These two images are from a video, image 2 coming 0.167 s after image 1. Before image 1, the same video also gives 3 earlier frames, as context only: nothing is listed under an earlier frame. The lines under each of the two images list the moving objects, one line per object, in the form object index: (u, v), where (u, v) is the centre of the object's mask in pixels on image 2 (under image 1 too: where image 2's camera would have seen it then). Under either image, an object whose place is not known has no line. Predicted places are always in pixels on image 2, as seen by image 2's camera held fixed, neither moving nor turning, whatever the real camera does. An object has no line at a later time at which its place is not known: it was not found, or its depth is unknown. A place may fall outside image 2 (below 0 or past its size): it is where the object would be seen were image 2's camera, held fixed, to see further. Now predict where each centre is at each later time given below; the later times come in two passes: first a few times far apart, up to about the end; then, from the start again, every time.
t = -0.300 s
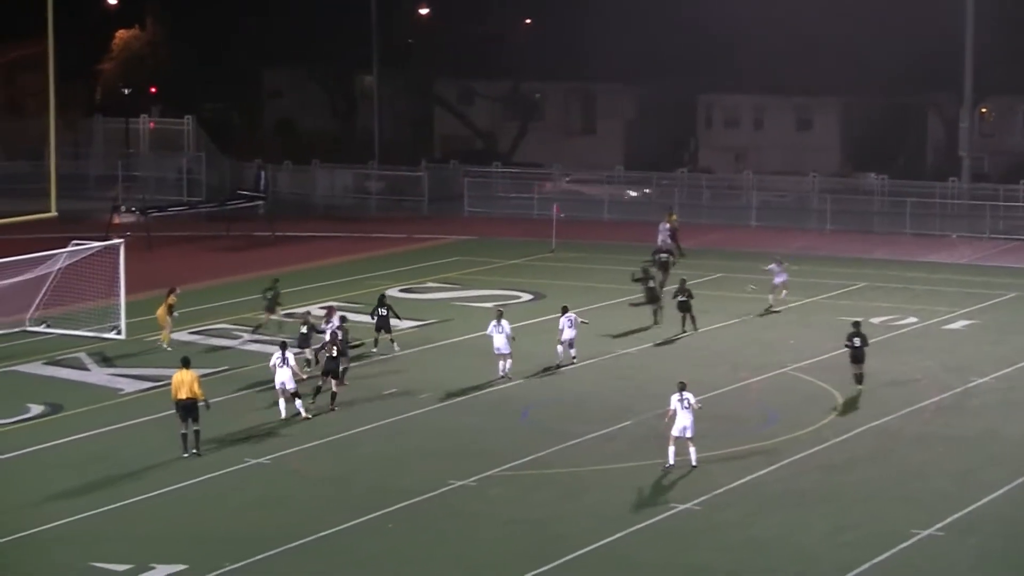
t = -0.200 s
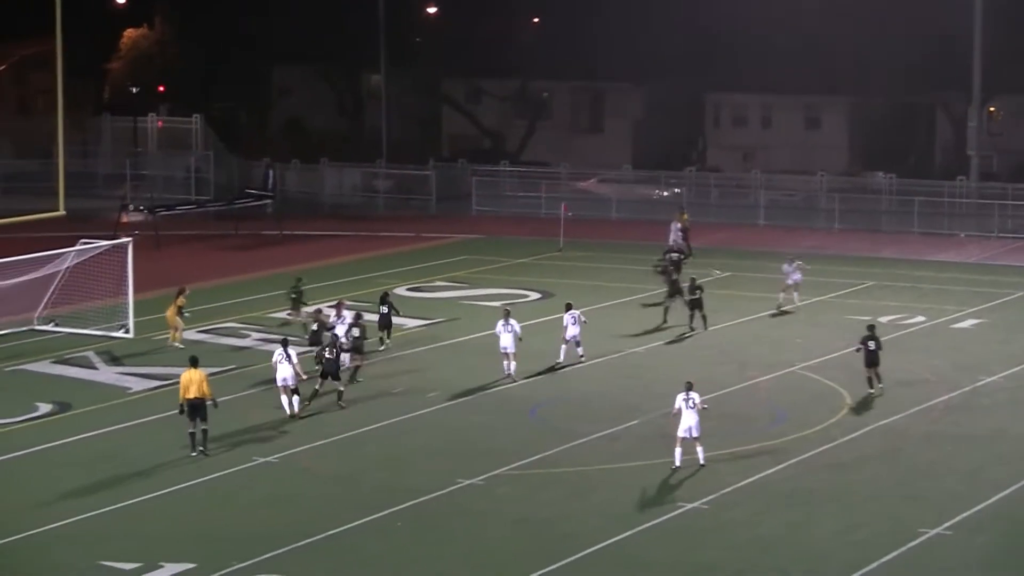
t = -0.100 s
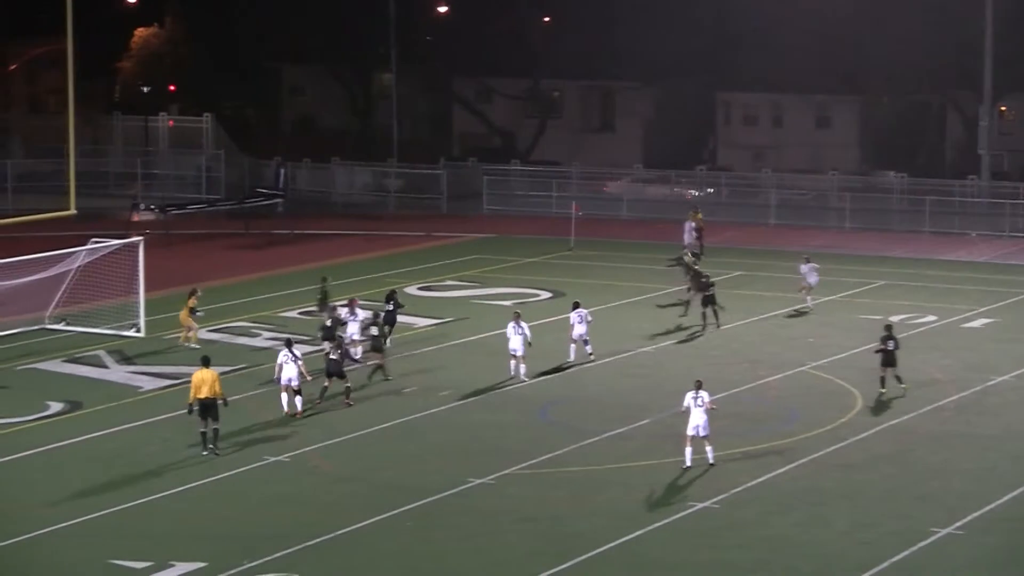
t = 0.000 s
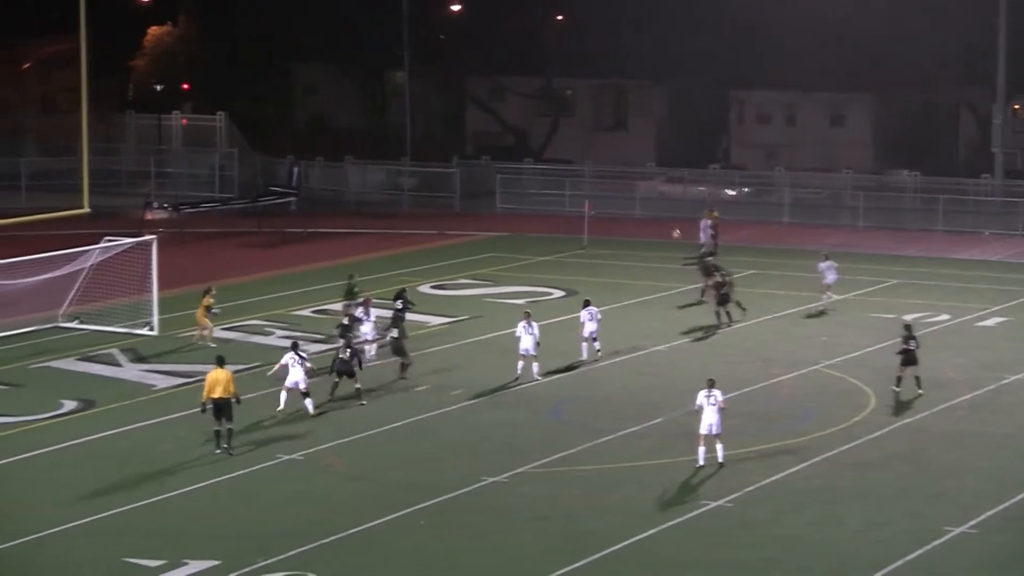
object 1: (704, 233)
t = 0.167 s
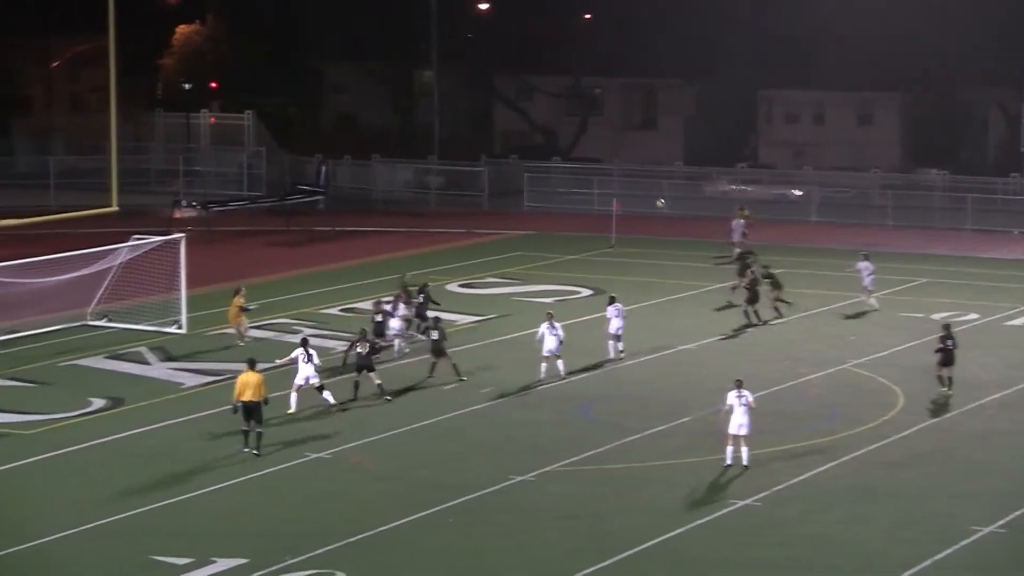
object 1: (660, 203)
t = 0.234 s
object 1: (642, 195)
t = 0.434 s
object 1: (585, 177)
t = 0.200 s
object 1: (651, 198)
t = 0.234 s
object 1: (642, 195)
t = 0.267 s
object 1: (633, 190)
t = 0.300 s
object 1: (623, 187)
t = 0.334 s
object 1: (614, 184)
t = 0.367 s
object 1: (604, 181)
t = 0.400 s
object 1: (595, 179)
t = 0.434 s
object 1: (585, 177)
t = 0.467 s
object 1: (575, 176)
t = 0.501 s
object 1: (566, 174)
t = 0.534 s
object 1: (556, 174)
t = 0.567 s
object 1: (546, 174)
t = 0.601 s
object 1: (537, 174)
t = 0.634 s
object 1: (528, 173)
